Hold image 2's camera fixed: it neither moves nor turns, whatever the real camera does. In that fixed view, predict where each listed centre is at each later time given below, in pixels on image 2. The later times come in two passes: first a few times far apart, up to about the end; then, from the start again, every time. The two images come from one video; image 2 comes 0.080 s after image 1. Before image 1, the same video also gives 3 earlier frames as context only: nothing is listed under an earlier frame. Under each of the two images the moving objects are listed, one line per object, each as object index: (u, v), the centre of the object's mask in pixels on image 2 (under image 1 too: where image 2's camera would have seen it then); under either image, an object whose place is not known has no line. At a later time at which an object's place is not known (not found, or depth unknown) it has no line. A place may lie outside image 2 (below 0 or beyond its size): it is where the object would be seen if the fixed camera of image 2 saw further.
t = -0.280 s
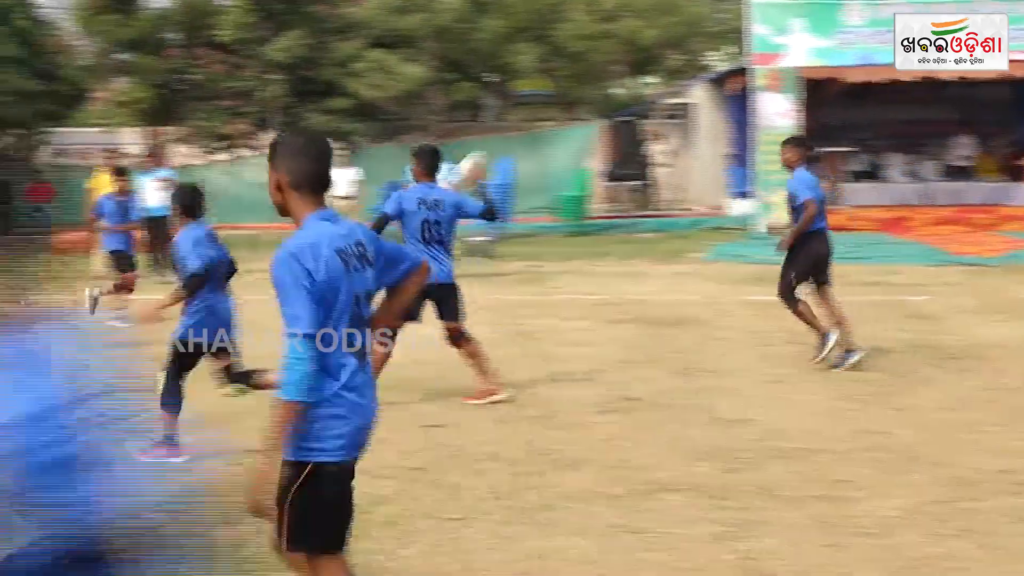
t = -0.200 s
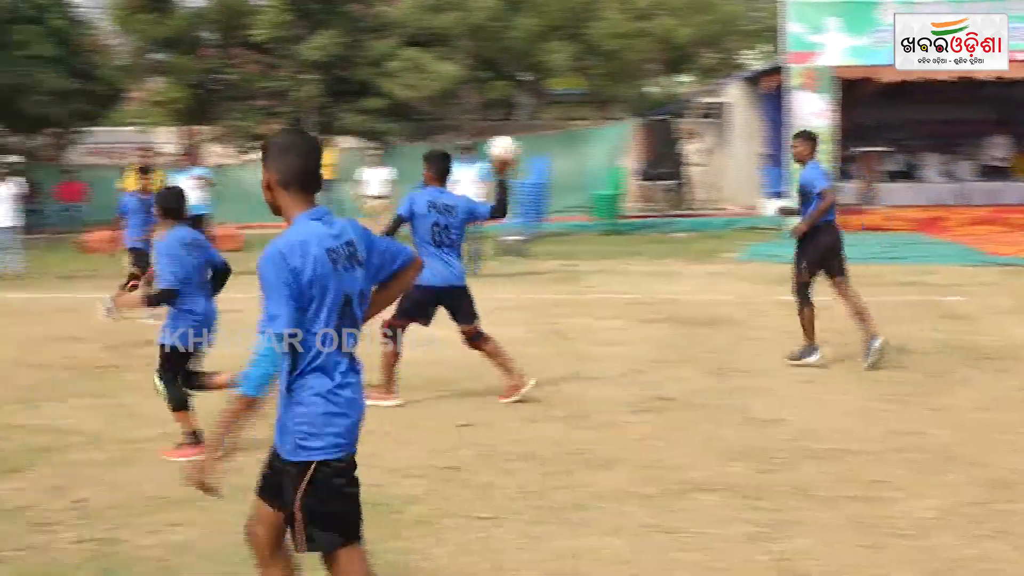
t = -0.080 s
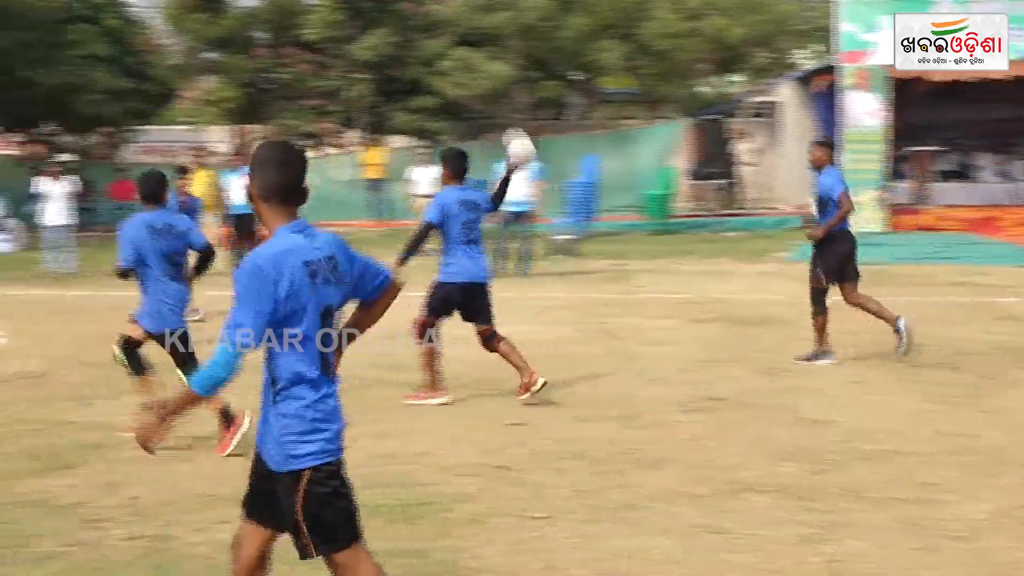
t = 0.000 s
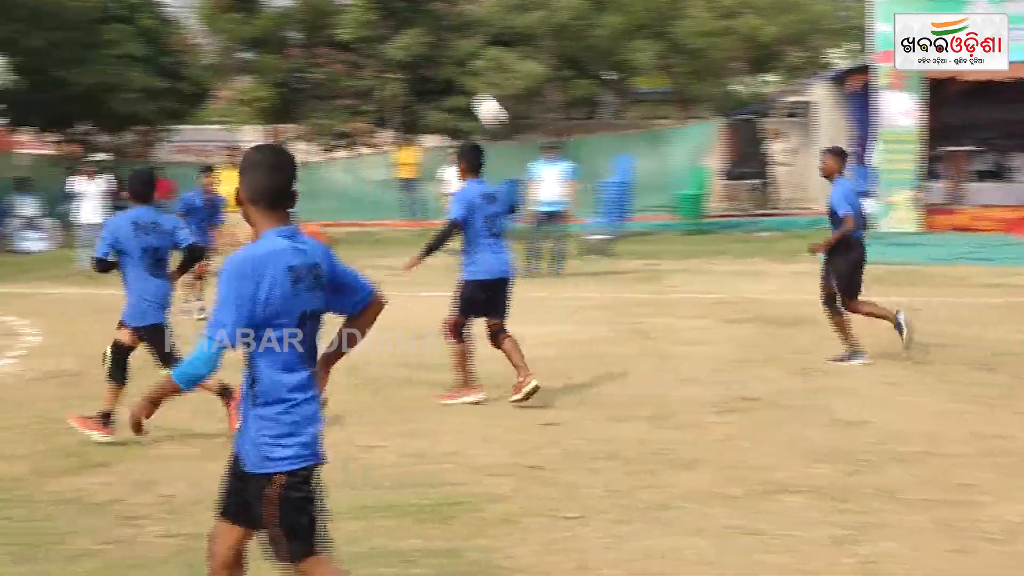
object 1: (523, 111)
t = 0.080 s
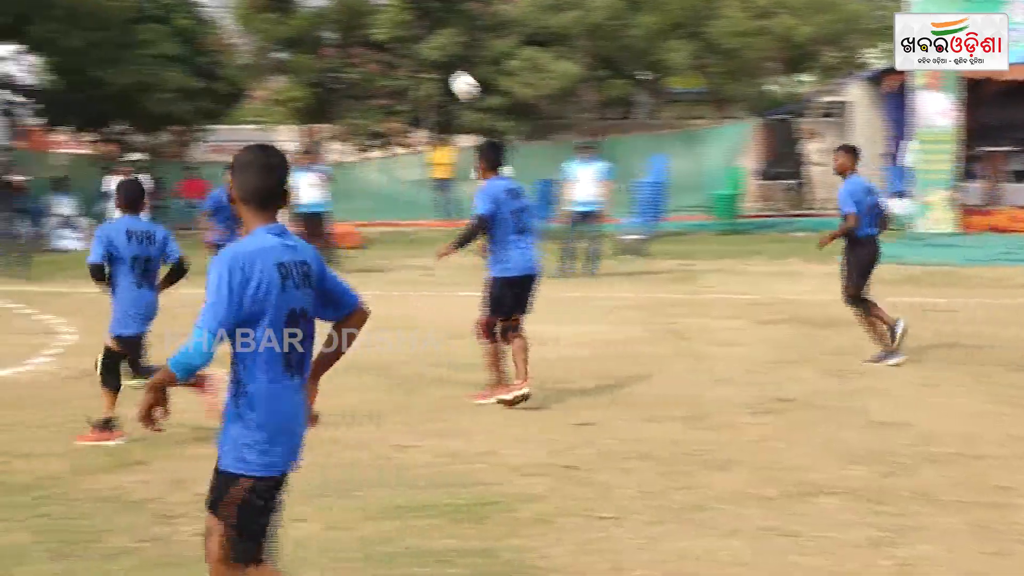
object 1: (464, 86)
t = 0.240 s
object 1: (361, 63)
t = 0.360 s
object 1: (294, 64)
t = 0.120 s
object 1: (437, 78)
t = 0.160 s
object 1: (410, 70)
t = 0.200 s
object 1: (385, 65)
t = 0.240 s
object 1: (361, 63)
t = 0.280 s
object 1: (338, 62)
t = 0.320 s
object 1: (315, 63)
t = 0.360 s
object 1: (294, 64)
